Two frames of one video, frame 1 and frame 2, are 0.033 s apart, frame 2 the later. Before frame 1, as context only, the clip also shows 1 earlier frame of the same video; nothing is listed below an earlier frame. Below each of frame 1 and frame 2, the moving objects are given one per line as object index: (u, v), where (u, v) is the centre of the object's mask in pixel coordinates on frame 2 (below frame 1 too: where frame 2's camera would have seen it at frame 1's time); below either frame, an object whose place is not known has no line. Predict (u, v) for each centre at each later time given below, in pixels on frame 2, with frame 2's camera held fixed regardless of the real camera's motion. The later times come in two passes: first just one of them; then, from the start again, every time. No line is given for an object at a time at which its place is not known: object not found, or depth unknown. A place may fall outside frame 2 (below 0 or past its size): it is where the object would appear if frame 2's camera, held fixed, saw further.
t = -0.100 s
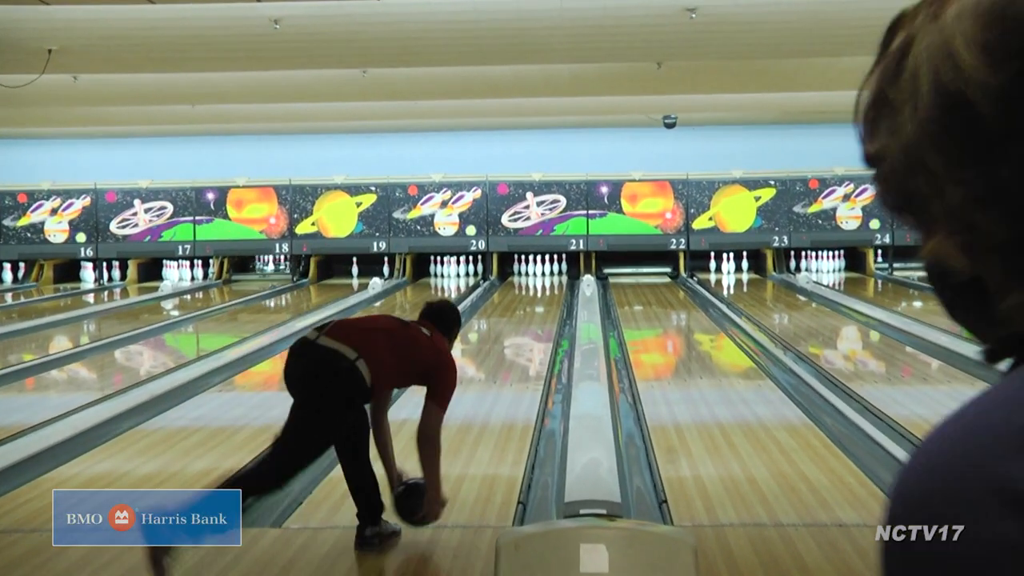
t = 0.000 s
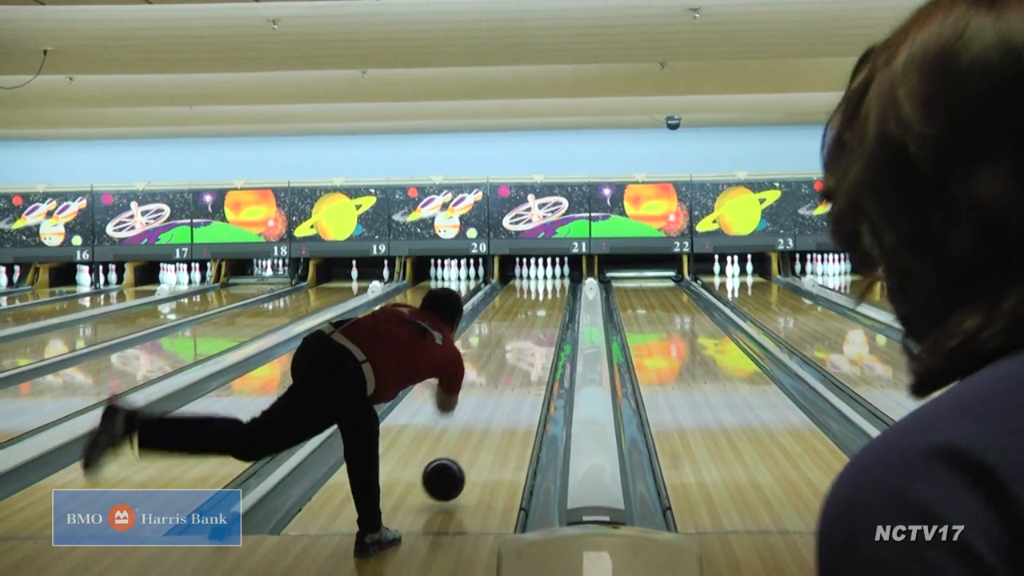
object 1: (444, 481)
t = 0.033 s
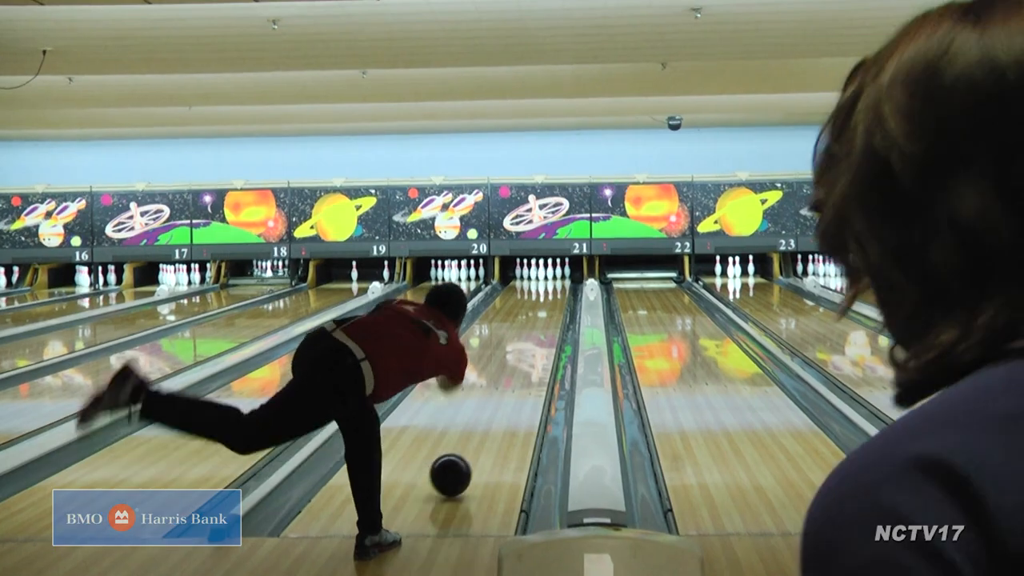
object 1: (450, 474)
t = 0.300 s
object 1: (489, 411)
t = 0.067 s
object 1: (456, 465)
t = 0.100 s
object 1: (462, 456)
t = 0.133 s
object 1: (467, 447)
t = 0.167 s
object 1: (472, 439)
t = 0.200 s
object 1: (477, 431)
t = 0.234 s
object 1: (481, 424)
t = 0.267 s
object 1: (485, 417)
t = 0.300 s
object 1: (489, 411)
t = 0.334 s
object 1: (493, 405)
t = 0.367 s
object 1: (496, 400)
